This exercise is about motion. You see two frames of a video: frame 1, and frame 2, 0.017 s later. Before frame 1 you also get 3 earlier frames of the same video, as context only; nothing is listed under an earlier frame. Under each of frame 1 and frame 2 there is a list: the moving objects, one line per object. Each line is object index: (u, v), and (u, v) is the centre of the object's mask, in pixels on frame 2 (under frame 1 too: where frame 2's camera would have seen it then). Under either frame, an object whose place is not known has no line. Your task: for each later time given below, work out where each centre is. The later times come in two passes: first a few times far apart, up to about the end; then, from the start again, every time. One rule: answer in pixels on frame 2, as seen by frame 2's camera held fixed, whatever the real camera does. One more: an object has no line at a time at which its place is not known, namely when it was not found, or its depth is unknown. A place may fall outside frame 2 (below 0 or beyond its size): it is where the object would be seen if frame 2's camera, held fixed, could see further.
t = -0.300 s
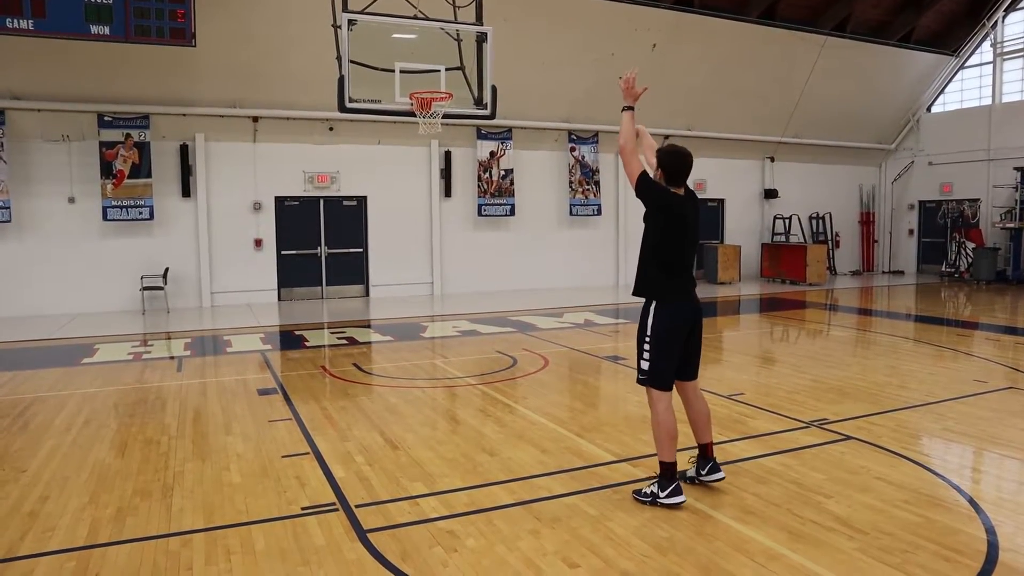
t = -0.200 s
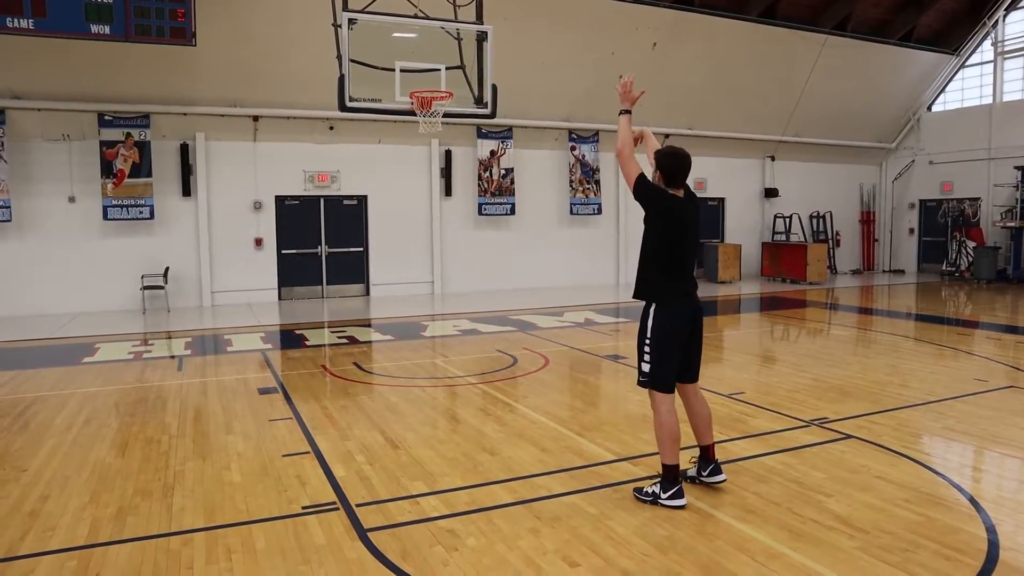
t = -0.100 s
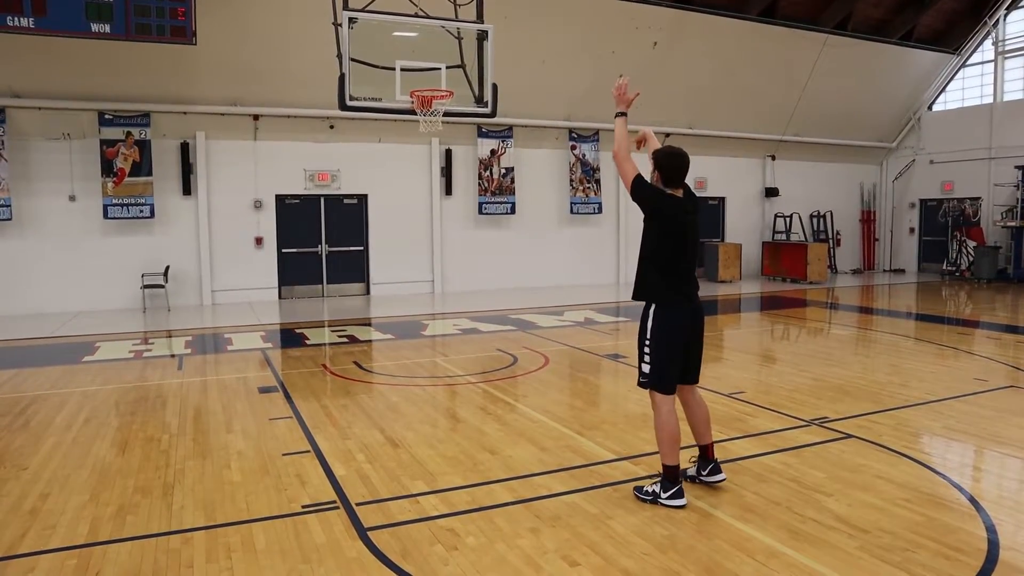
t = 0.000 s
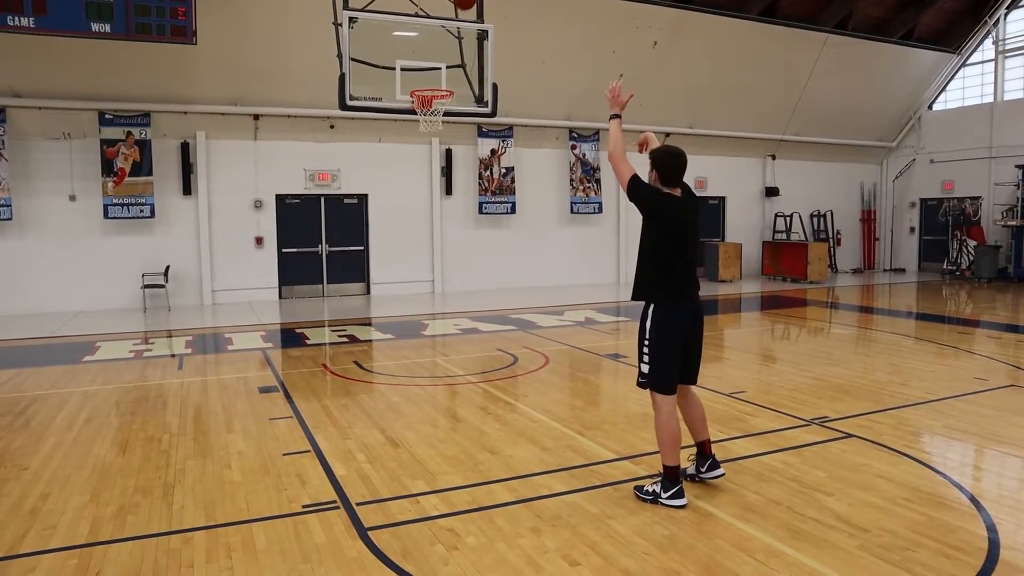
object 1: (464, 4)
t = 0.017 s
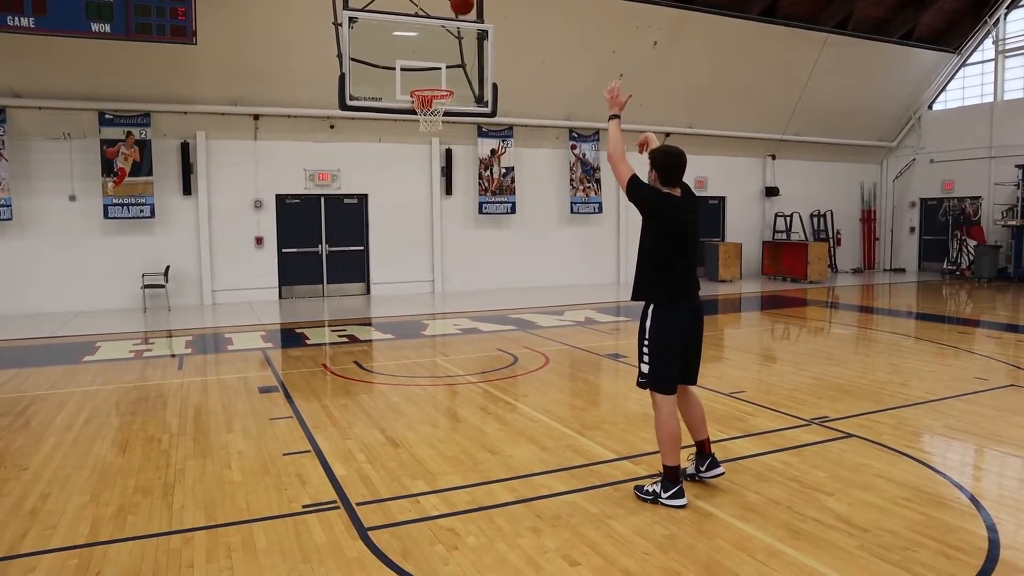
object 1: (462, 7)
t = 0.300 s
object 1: (429, 119)
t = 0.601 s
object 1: (422, 196)
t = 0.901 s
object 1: (417, 331)
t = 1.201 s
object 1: (413, 241)
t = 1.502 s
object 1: (412, 210)
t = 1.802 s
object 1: (411, 248)
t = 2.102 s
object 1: (413, 333)
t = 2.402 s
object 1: (410, 267)
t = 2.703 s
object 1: (408, 272)
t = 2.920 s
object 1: (408, 320)
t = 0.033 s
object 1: (459, 10)
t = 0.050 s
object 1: (458, 14)
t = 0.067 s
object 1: (455, 20)
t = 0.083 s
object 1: (453, 27)
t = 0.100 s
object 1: (451, 33)
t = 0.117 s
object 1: (449, 39)
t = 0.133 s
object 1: (447, 46)
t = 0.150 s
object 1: (445, 52)
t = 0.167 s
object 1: (443, 59)
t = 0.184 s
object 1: (441, 66)
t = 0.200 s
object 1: (439, 74)
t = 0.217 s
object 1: (437, 80)
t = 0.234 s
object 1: (436, 86)
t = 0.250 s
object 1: (434, 95)
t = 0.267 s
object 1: (434, 102)
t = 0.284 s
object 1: (431, 110)
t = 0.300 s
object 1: (429, 119)
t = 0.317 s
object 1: (429, 121)
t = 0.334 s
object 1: (428, 122)
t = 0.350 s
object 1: (428, 126)
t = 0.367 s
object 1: (427, 129)
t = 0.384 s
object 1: (427, 133)
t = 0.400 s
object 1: (427, 136)
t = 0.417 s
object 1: (426, 140)
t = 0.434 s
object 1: (426, 144)
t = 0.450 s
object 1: (425, 149)
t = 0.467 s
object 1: (425, 153)
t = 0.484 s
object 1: (424, 158)
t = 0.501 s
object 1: (424, 163)
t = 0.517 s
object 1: (424, 168)
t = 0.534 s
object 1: (423, 173)
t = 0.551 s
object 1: (423, 179)
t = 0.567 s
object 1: (423, 184)
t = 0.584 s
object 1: (422, 190)
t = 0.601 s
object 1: (422, 196)
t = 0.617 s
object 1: (421, 203)
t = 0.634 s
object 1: (421, 209)
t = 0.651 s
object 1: (421, 215)
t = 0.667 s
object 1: (420, 222)
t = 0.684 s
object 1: (420, 229)
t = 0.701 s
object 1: (420, 236)
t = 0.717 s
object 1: (419, 243)
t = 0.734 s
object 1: (419, 250)
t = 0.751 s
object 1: (419, 258)
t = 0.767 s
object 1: (418, 266)
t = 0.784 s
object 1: (418, 273)
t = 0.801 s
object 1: (418, 281)
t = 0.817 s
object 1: (418, 289)
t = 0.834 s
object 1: (418, 297)
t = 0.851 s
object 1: (418, 305)
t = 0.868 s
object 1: (417, 314)
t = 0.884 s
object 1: (417, 322)
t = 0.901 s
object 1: (417, 331)
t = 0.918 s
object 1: (417, 332)
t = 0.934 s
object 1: (417, 325)
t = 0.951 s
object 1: (416, 318)
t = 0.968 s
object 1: (416, 312)
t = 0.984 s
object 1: (416, 306)
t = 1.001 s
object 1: (416, 300)
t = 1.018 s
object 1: (416, 294)
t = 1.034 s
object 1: (415, 288)
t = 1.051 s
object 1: (415, 283)
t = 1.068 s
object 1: (415, 277)
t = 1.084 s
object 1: (415, 272)
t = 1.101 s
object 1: (414, 267)
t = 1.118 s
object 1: (414, 262)
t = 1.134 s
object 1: (414, 258)
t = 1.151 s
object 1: (414, 253)
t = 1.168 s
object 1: (414, 249)
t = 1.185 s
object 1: (413, 245)
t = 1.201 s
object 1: (413, 241)
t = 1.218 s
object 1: (413, 238)
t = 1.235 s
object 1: (413, 235)
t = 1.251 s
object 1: (413, 231)
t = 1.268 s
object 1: (413, 229)
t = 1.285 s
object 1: (413, 226)
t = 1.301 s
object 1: (413, 224)
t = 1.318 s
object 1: (413, 221)
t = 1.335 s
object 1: (412, 219)
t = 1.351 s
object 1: (412, 217)
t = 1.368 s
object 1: (412, 216)
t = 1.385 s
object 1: (412, 214)
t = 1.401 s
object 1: (412, 213)
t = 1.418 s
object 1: (412, 212)
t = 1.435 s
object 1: (412, 211)
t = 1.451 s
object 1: (412, 210)
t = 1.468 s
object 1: (412, 210)
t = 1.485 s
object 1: (412, 210)
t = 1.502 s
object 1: (412, 210)
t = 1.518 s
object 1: (412, 210)
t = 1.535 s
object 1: (412, 211)
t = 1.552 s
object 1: (411, 211)
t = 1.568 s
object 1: (411, 212)
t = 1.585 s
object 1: (411, 213)
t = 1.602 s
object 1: (411, 215)
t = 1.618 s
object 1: (411, 216)
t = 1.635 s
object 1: (411, 218)
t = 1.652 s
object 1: (411, 220)
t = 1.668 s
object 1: (411, 222)
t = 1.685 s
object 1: (411, 224)
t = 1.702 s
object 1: (411, 227)
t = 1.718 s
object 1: (411, 230)
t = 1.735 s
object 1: (411, 233)
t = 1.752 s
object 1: (411, 236)
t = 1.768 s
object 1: (411, 240)
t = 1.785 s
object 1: (411, 243)
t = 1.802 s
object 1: (411, 248)
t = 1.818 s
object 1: (411, 252)
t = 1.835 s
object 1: (411, 256)
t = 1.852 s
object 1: (411, 261)
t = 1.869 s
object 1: (412, 265)
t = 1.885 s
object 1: (412, 271)
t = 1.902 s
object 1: (412, 276)
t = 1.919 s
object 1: (412, 281)
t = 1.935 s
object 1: (412, 287)
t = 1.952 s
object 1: (412, 293)
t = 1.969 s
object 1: (412, 299)
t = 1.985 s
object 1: (412, 305)
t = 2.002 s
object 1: (413, 312)
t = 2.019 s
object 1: (413, 319)
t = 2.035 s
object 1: (413, 325)
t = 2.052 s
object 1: (413, 333)
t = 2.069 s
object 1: (413, 340)
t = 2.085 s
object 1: (413, 338)
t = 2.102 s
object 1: (413, 333)
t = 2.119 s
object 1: (412, 327)
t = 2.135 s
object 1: (412, 322)
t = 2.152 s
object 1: (412, 317)
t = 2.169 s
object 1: (412, 312)
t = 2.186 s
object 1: (412, 308)
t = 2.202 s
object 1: (412, 303)
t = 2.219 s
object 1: (411, 299)
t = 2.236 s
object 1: (411, 295)
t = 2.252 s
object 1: (411, 291)
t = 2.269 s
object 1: (411, 288)
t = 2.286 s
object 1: (411, 284)
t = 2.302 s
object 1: (410, 281)
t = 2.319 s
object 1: (410, 279)
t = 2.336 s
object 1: (410, 276)
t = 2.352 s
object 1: (410, 273)
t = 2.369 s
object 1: (410, 271)
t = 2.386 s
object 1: (410, 269)
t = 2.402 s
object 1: (410, 267)
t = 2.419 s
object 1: (410, 266)
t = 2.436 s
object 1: (409, 264)
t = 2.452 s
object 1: (409, 263)
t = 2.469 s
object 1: (409, 262)
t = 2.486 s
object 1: (409, 262)
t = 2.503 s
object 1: (409, 261)
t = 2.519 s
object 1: (409, 261)
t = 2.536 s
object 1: (409, 261)
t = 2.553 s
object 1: (409, 261)
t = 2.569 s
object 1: (409, 261)
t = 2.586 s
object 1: (409, 262)
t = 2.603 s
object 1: (408, 262)
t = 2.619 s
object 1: (408, 264)
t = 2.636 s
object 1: (408, 265)
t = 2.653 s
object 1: (408, 266)
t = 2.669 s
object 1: (408, 268)
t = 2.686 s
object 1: (408, 270)
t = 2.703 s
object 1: (408, 272)
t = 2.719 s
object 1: (408, 274)
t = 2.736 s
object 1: (408, 277)
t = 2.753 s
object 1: (408, 280)
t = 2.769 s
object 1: (408, 283)
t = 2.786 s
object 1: (408, 286)
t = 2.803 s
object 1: (408, 290)
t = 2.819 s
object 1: (408, 293)
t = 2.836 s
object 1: (408, 297)
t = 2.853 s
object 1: (408, 301)
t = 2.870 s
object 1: (408, 306)
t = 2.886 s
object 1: (408, 310)
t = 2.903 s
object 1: (408, 315)
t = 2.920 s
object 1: (408, 320)
